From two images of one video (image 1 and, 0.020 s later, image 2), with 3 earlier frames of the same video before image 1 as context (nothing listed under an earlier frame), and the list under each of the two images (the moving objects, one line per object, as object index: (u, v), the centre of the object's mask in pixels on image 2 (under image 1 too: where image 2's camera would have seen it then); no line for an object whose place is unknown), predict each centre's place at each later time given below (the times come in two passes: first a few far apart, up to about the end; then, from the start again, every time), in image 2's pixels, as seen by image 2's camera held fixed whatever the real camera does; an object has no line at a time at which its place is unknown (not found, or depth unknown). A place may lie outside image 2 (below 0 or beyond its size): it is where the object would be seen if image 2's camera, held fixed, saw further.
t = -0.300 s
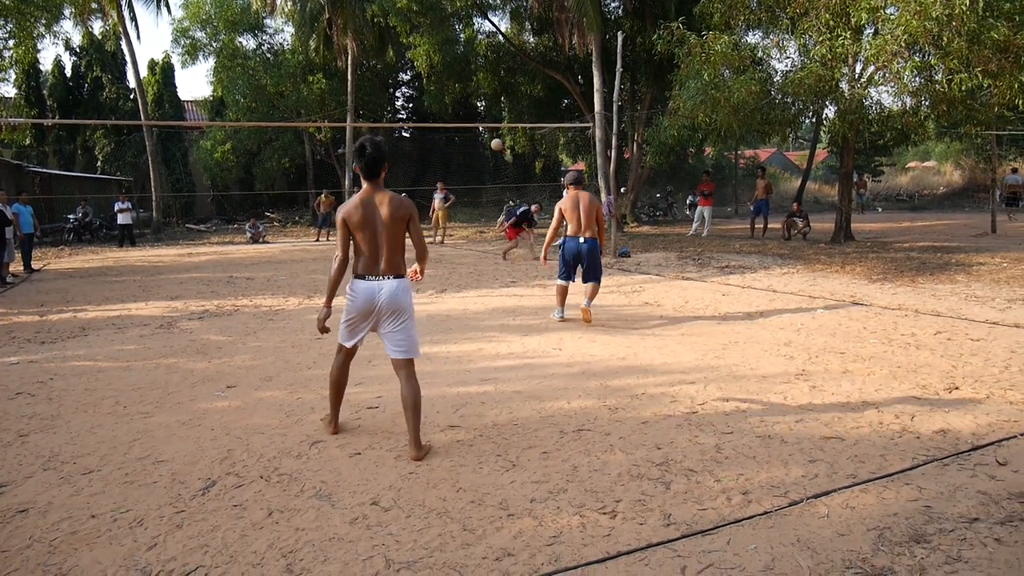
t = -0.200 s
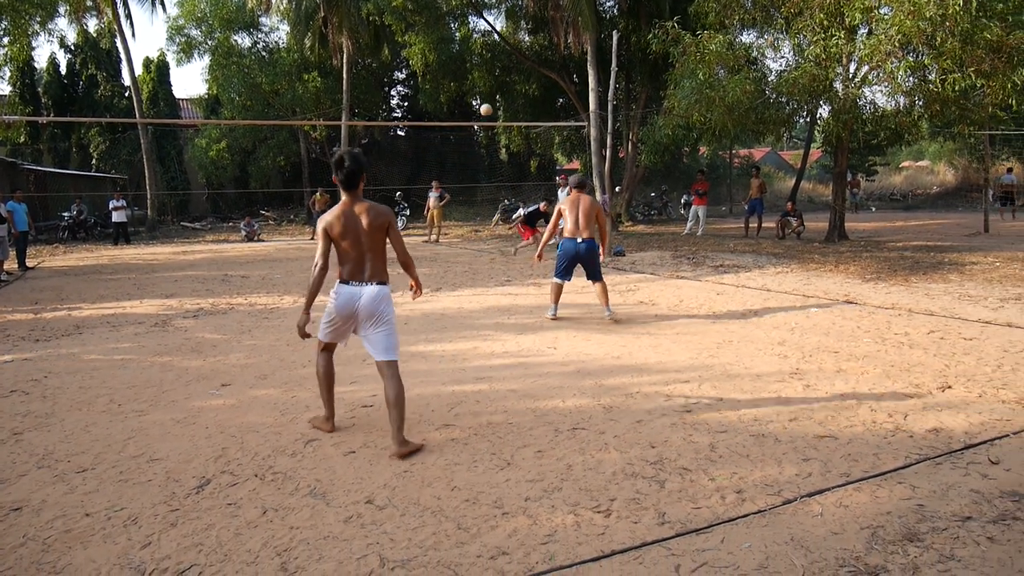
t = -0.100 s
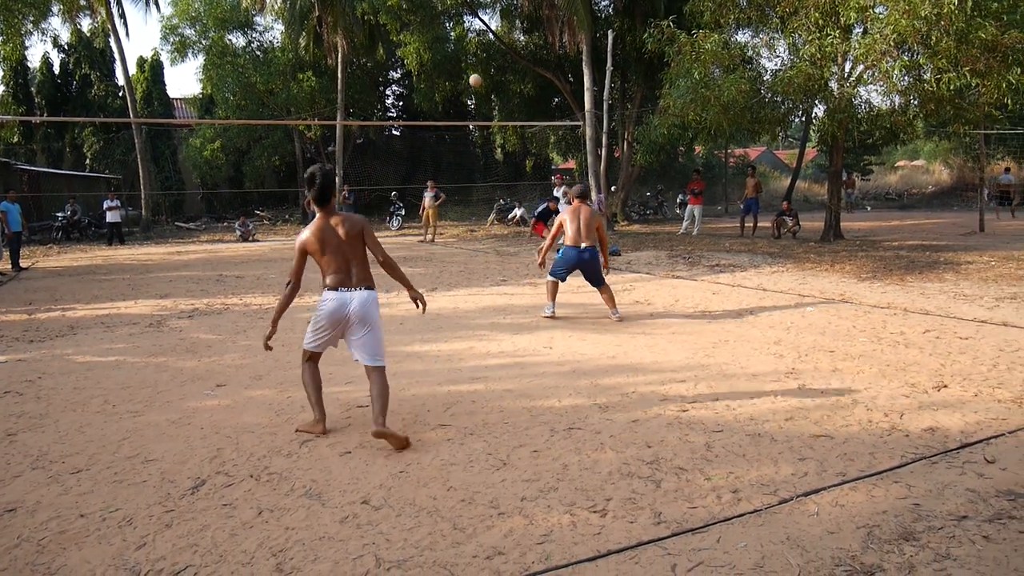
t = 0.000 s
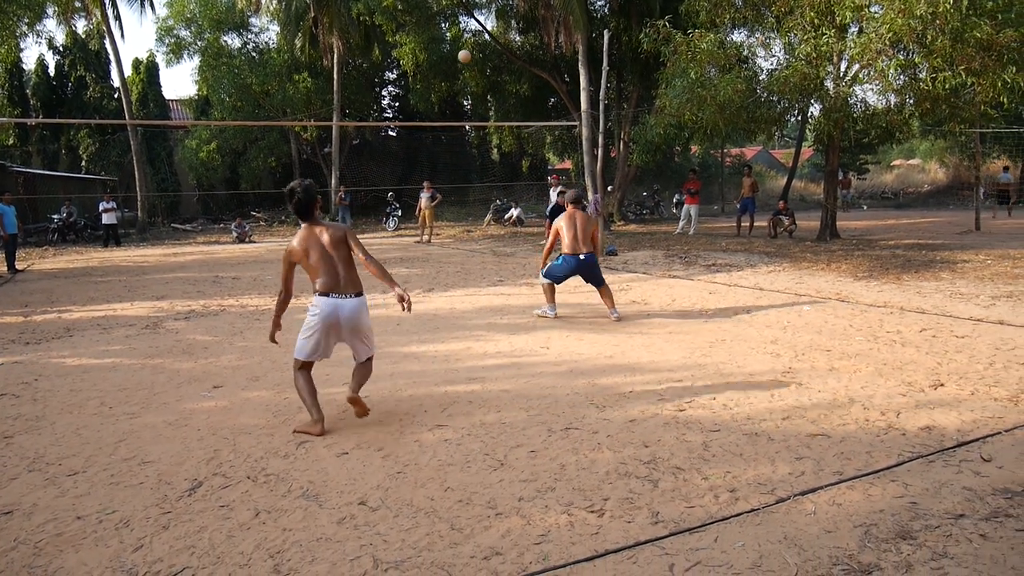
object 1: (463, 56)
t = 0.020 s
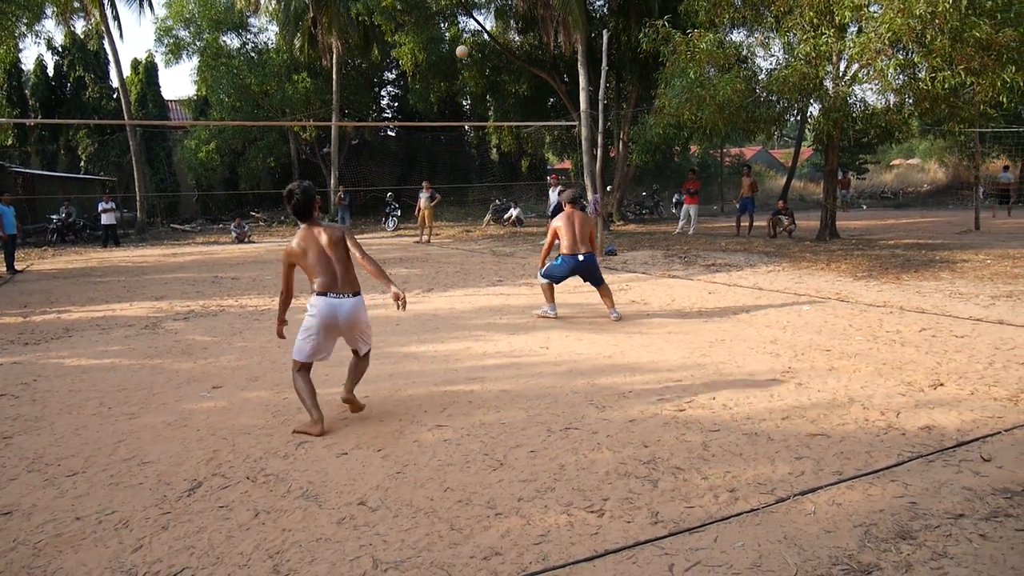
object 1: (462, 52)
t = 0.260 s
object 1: (442, 17)
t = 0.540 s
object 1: (419, 18)
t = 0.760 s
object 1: (399, 57)
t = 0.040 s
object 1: (460, 48)
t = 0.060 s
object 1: (458, 44)
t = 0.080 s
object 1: (457, 40)
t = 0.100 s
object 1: (455, 37)
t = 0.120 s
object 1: (454, 33)
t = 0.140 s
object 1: (452, 31)
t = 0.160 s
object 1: (451, 27)
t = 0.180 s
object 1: (449, 25)
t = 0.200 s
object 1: (448, 22)
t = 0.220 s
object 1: (446, 20)
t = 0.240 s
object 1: (444, 18)
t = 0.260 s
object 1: (442, 17)
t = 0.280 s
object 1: (441, 15)
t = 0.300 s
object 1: (440, 14)
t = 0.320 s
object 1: (438, 12)
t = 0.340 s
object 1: (436, 12)
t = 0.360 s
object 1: (435, 12)
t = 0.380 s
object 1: (433, 11)
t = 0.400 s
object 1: (431, 11)
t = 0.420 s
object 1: (429, 11)
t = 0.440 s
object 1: (428, 11)
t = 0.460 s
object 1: (426, 13)
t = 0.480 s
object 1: (424, 13)
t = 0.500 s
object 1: (422, 15)
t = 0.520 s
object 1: (420, 16)
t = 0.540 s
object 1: (419, 18)
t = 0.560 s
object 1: (417, 20)
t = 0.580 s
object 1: (415, 22)
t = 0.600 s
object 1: (413, 25)
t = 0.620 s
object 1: (412, 28)
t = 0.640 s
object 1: (410, 31)
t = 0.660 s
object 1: (408, 35)
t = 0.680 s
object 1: (406, 38)
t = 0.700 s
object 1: (405, 43)
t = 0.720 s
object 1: (403, 47)
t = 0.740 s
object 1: (401, 52)
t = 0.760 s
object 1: (399, 57)
